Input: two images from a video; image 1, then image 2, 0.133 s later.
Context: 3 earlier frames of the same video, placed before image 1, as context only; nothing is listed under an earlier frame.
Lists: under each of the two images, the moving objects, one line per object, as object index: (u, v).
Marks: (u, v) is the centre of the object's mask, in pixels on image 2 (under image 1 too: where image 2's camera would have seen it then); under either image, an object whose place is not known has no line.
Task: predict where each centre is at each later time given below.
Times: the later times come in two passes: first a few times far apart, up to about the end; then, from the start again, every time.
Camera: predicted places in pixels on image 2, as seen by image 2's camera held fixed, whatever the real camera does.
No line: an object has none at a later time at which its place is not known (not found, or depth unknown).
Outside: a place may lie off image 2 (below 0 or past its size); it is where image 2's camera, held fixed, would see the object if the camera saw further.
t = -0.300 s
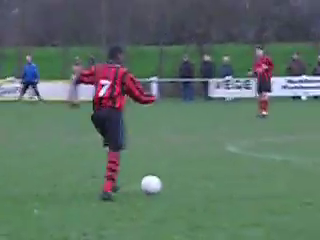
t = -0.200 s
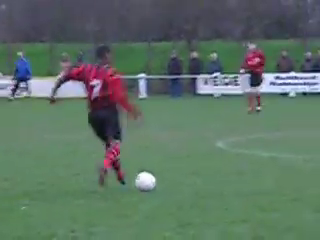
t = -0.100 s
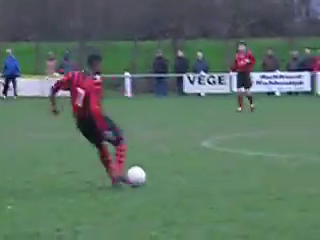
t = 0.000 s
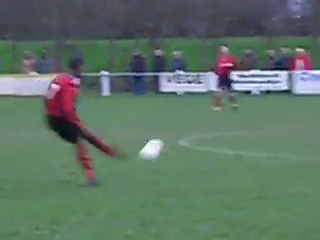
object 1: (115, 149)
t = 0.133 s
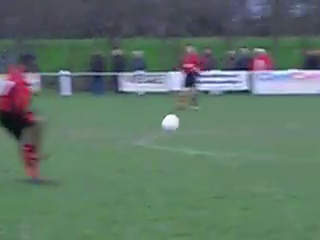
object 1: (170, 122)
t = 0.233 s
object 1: (207, 116)
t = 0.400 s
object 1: (259, 128)
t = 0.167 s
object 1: (183, 119)
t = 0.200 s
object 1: (196, 117)
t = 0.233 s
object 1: (207, 116)
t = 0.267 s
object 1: (218, 117)
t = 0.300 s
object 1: (229, 118)
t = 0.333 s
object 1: (239, 120)
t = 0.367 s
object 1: (250, 124)
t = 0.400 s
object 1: (259, 128)
